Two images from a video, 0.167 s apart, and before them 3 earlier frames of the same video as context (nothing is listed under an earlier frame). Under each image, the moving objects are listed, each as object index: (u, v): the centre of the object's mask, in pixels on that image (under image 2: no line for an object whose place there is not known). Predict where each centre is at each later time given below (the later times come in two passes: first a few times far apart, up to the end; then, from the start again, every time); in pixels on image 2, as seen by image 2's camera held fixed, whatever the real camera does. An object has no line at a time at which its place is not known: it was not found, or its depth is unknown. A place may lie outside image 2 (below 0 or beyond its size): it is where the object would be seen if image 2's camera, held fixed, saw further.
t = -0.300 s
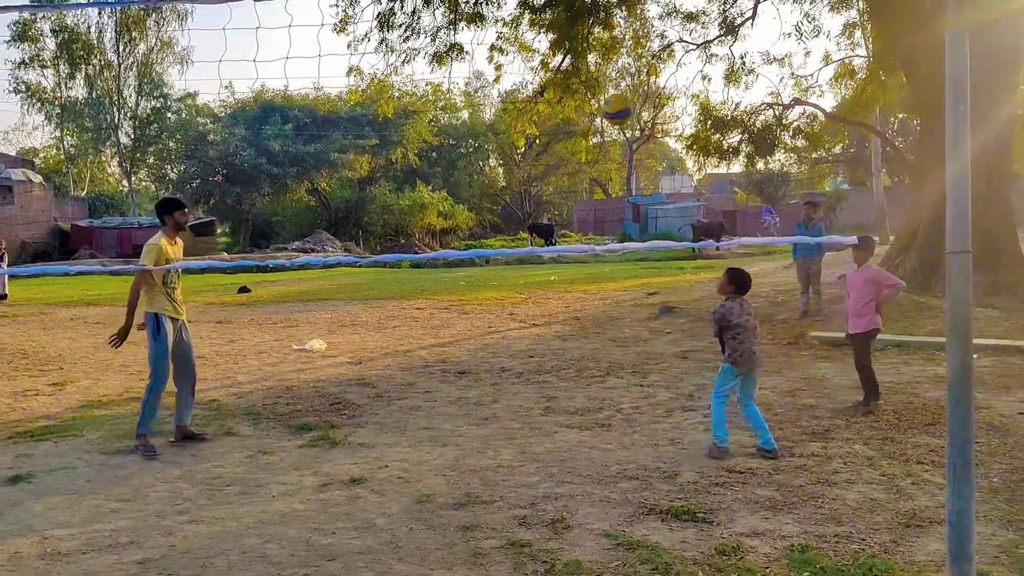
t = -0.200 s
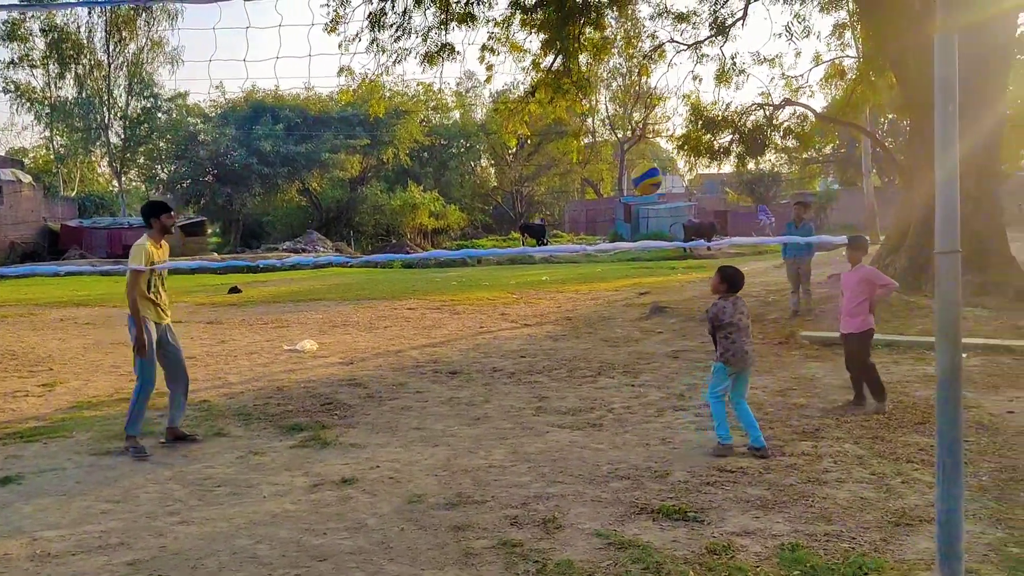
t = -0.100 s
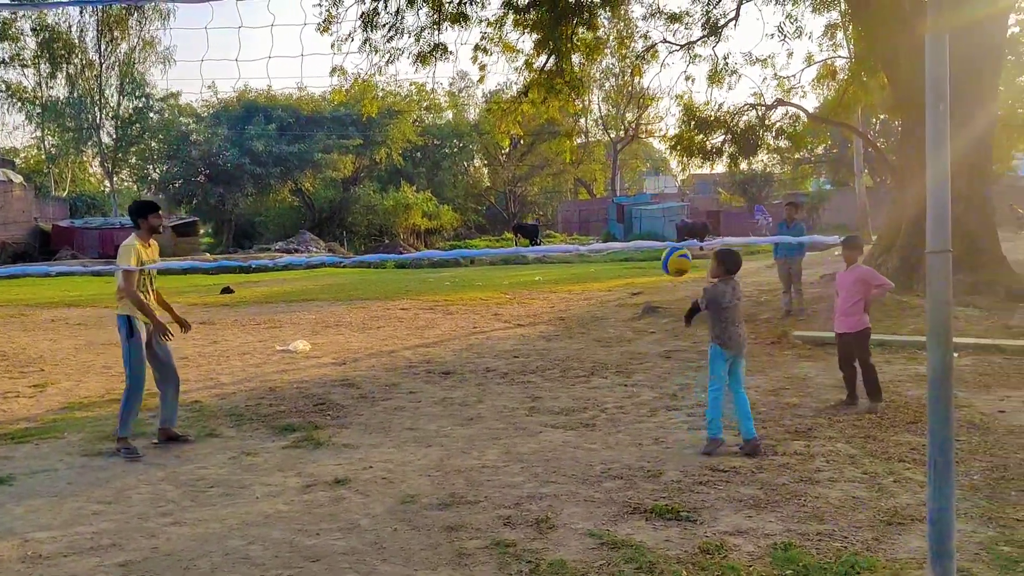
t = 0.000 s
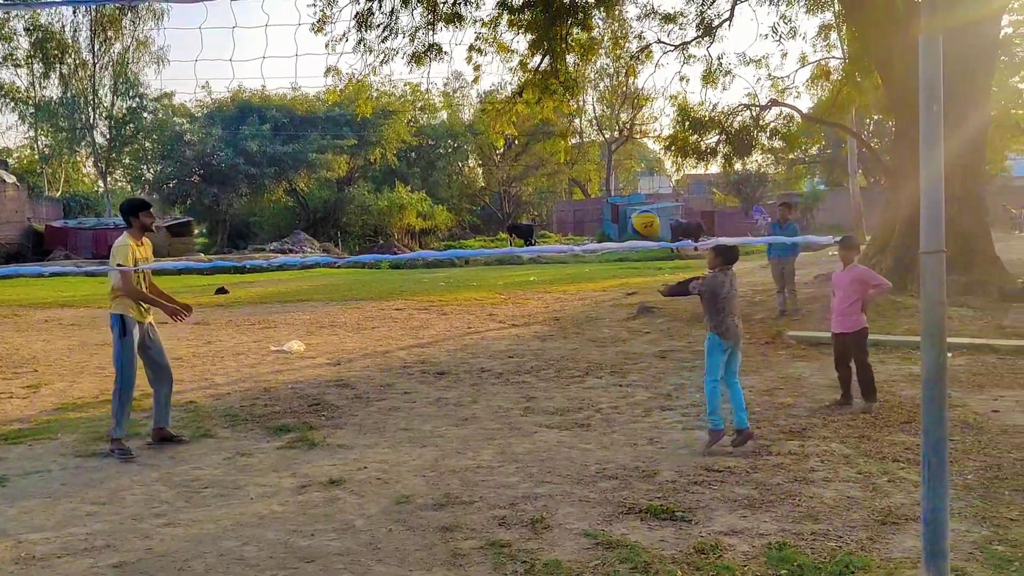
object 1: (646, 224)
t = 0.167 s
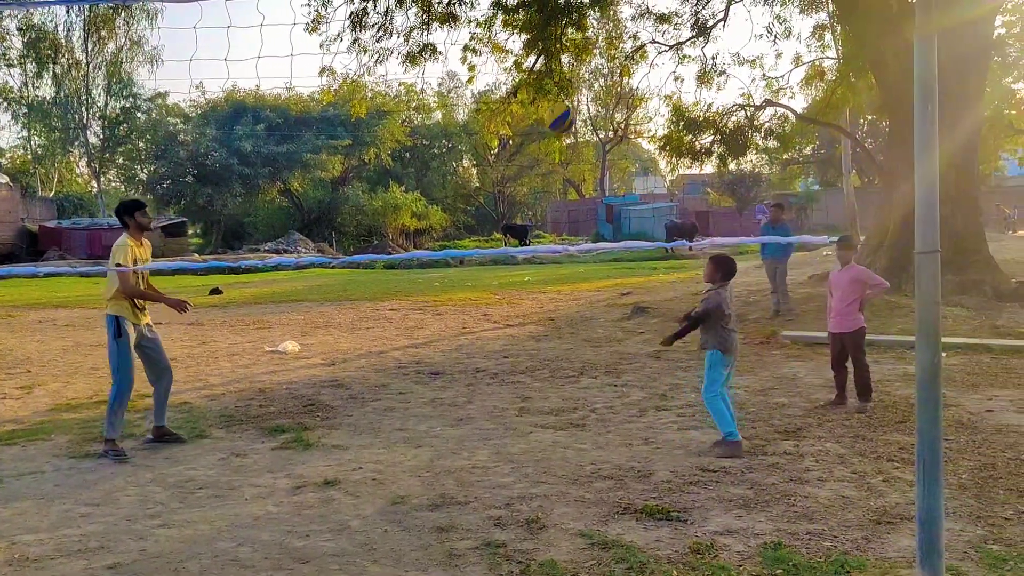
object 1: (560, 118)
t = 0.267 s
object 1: (513, 74)
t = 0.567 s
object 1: (375, 26)
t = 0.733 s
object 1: (301, 55)
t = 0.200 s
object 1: (544, 102)
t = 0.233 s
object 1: (528, 87)
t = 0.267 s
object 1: (513, 74)
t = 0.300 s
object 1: (497, 62)
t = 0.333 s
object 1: (481, 51)
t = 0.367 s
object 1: (466, 43)
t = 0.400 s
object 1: (450, 36)
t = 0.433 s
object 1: (436, 31)
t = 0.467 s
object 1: (420, 27)
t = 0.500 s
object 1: (405, 25)
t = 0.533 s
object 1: (390, 24)
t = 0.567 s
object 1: (375, 26)
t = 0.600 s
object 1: (359, 28)
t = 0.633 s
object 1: (345, 32)
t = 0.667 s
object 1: (330, 39)
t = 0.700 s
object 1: (315, 46)
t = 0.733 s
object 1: (301, 55)
